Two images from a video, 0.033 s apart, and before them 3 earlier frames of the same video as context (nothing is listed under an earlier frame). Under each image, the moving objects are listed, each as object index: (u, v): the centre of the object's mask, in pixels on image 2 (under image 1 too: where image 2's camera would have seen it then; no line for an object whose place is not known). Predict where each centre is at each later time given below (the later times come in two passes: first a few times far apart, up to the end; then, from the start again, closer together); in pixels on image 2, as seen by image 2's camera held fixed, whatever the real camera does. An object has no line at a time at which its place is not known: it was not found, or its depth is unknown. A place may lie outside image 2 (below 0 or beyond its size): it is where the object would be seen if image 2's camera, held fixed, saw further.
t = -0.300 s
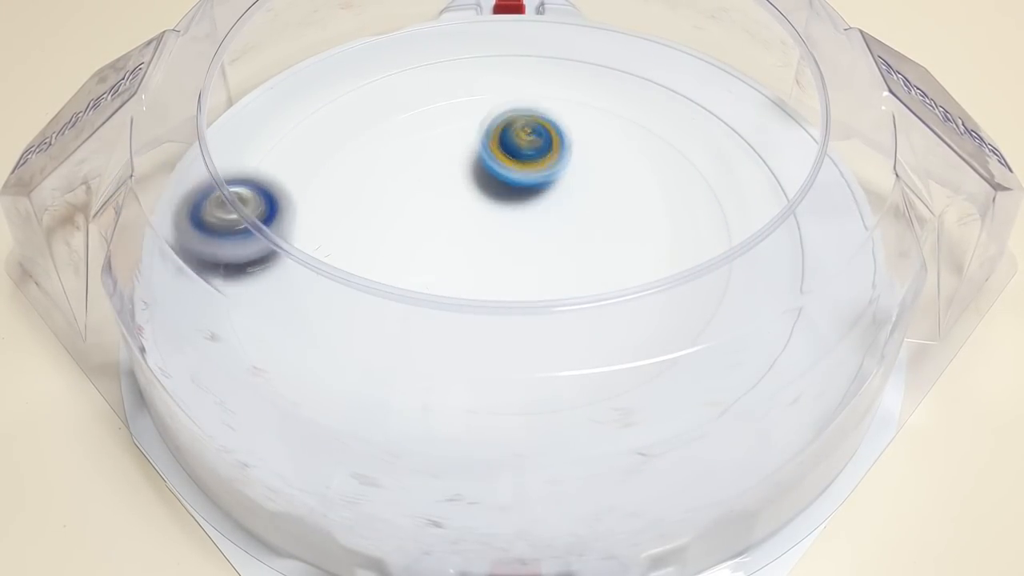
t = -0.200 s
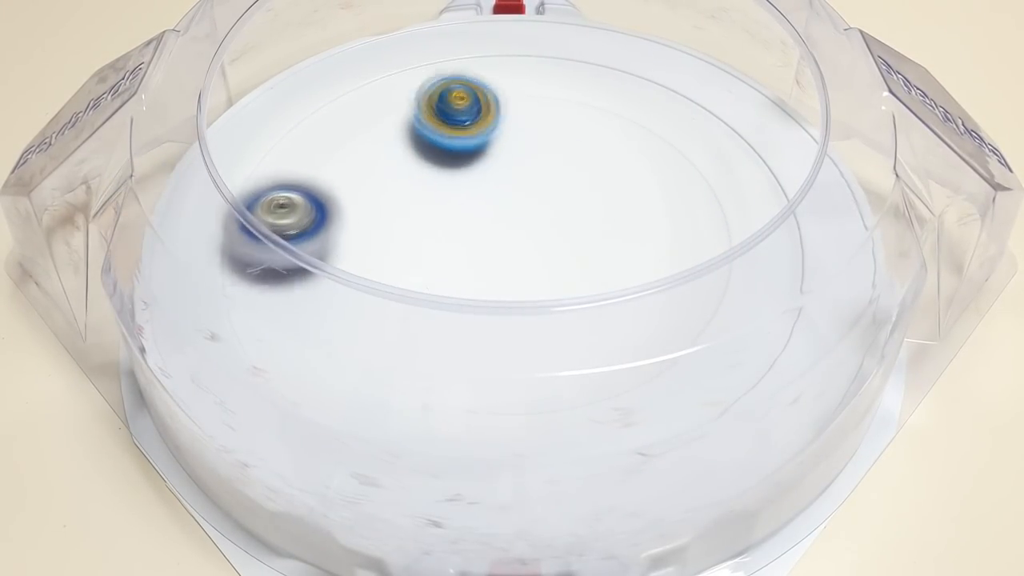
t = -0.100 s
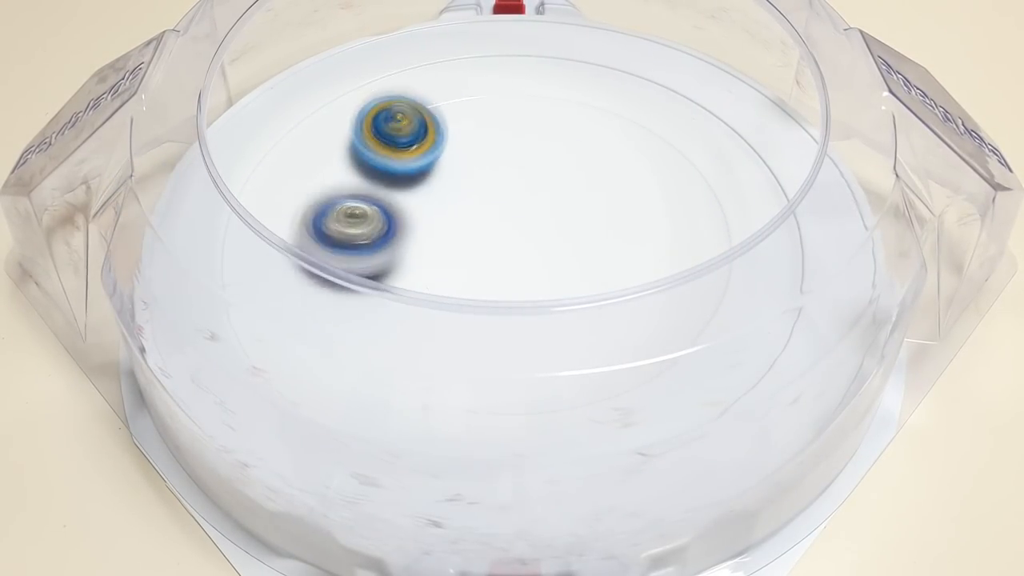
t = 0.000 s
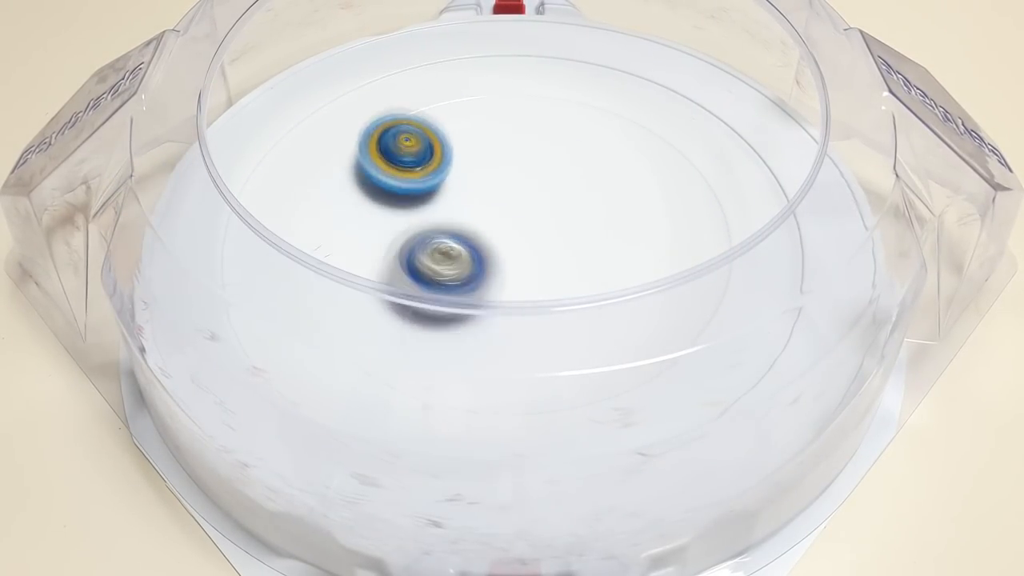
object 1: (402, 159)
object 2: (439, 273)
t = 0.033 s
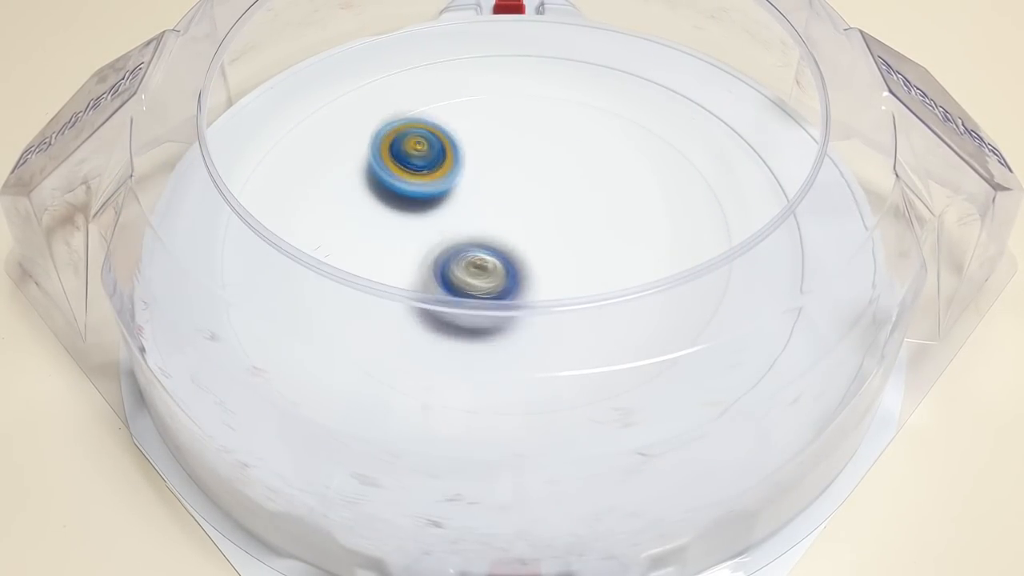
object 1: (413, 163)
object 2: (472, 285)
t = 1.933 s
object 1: (768, 166)
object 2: (635, 253)
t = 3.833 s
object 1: (234, 287)
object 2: (554, 130)
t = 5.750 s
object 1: (641, 69)
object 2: (511, 172)
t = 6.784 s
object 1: (588, 187)
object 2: (489, 119)
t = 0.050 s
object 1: (419, 165)
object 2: (489, 290)
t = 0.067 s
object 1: (426, 168)
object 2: (505, 292)
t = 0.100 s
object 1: (440, 169)
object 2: (537, 295)
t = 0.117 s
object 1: (447, 170)
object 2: (552, 294)
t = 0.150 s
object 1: (461, 170)
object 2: (577, 292)
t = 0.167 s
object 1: (468, 169)
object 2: (589, 290)
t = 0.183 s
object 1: (473, 168)
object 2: (598, 289)
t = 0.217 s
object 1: (484, 165)
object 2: (614, 284)
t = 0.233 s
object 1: (488, 162)
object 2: (618, 282)
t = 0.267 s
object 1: (497, 158)
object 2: (626, 275)
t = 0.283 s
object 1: (501, 154)
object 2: (628, 272)
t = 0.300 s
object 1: (504, 151)
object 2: (629, 270)
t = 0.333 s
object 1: (509, 144)
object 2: (624, 258)
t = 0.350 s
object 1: (512, 138)
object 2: (622, 256)
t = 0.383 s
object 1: (516, 132)
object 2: (617, 254)
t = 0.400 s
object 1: (517, 130)
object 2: (612, 254)
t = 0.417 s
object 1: (518, 127)
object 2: (606, 253)
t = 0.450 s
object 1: (519, 124)
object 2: (593, 250)
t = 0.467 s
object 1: (519, 123)
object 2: (585, 248)
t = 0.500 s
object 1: (519, 124)
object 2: (567, 245)
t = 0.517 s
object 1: (519, 127)
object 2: (557, 244)
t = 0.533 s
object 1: (518, 129)
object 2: (547, 241)
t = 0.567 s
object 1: (519, 136)
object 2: (530, 237)
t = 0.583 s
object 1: (520, 139)
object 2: (520, 236)
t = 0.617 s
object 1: (521, 148)
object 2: (504, 234)
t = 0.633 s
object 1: (522, 142)
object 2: (495, 245)
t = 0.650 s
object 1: (522, 135)
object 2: (490, 256)
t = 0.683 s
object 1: (519, 121)
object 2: (477, 279)
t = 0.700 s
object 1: (518, 114)
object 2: (472, 289)
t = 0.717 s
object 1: (514, 110)
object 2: (469, 296)
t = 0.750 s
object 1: (507, 107)
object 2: (464, 306)
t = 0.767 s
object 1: (503, 108)
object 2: (461, 310)
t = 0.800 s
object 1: (496, 112)
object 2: (457, 315)
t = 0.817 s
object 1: (494, 118)
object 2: (456, 316)
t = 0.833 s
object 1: (492, 124)
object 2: (454, 315)
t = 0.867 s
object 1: (492, 139)
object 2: (452, 310)
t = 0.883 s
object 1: (494, 146)
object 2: (452, 306)
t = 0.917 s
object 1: (499, 164)
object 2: (453, 296)
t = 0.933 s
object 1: (503, 174)
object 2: (454, 290)
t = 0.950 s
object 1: (507, 184)
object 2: (457, 285)
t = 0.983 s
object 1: (522, 196)
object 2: (470, 266)
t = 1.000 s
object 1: (532, 200)
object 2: (473, 263)
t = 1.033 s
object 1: (558, 181)
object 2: (461, 281)
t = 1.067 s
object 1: (577, 164)
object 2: (453, 292)
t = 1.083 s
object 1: (584, 156)
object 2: (448, 297)
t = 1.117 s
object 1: (597, 139)
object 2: (442, 303)
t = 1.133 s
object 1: (604, 128)
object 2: (438, 305)
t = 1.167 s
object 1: (611, 112)
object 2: (430, 308)
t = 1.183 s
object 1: (615, 102)
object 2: (426, 309)
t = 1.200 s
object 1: (615, 94)
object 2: (423, 308)
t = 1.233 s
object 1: (618, 85)
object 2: (419, 306)
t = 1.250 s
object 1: (623, 84)
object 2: (417, 303)
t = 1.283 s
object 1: (644, 81)
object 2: (419, 296)
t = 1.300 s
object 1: (658, 81)
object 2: (420, 291)
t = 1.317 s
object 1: (669, 80)
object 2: (423, 286)
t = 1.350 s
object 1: (678, 79)
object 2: (435, 274)
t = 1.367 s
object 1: (675, 82)
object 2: (444, 268)
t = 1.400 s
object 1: (681, 84)
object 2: (460, 257)
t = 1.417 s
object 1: (687, 84)
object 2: (470, 253)
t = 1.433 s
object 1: (686, 86)
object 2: (479, 249)
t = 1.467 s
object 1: (675, 90)
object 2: (502, 238)
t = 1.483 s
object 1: (675, 91)
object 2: (514, 231)
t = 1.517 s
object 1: (683, 95)
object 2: (536, 222)
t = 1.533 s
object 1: (689, 98)
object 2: (546, 219)
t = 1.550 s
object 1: (697, 101)
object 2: (558, 215)
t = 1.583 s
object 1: (717, 107)
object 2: (576, 210)
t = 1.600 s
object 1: (725, 108)
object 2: (584, 208)
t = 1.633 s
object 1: (723, 112)
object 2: (600, 205)
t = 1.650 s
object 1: (725, 115)
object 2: (605, 205)
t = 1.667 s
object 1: (731, 117)
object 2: (612, 205)
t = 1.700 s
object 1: (732, 116)
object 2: (620, 207)
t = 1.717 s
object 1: (728, 117)
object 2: (625, 210)
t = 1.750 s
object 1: (731, 120)
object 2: (631, 216)
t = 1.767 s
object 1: (734, 125)
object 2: (634, 219)
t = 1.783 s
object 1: (741, 128)
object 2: (636, 222)
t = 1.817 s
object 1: (754, 139)
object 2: (639, 229)
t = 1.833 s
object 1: (758, 146)
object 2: (639, 233)
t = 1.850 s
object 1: (762, 149)
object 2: (640, 238)
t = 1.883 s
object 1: (765, 155)
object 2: (640, 243)
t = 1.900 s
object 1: (766, 158)
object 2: (638, 247)
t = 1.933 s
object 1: (768, 166)
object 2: (635, 253)
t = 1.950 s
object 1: (773, 172)
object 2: (633, 256)
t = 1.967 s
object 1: (776, 177)
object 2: (631, 259)
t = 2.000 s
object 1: (783, 189)
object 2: (628, 272)
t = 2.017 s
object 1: (787, 194)
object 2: (624, 276)
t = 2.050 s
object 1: (788, 202)
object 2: (617, 283)
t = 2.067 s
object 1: (792, 214)
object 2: (613, 285)
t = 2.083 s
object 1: (793, 216)
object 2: (608, 289)
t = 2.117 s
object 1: (797, 230)
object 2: (593, 294)
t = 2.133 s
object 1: (796, 234)
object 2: (583, 295)
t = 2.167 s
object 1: (801, 250)
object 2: (564, 293)
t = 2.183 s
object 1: (798, 255)
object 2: (552, 291)
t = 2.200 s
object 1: (797, 265)
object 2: (541, 287)
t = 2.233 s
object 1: (795, 273)
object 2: (523, 276)
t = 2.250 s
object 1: (793, 276)
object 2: (513, 271)
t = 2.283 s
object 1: (788, 287)
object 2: (499, 258)
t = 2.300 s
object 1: (786, 295)
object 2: (495, 249)
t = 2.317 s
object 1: (783, 303)
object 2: (491, 240)
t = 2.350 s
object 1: (777, 311)
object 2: (486, 223)
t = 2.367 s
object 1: (775, 317)
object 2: (487, 213)
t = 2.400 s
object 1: (763, 332)
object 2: (489, 195)
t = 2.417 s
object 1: (762, 335)
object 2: (491, 188)
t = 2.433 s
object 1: (760, 340)
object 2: (496, 180)
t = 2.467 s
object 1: (753, 348)
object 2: (503, 167)
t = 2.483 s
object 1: (748, 353)
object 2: (508, 162)
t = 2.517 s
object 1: (736, 368)
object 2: (520, 153)
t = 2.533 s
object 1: (730, 374)
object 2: (527, 148)
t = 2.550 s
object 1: (727, 377)
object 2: (535, 144)
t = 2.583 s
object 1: (717, 383)
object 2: (550, 138)
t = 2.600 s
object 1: (710, 388)
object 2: (557, 136)
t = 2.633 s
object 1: (699, 397)
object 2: (574, 133)
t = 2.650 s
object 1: (693, 400)
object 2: (583, 130)
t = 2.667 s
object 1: (685, 405)
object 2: (591, 130)
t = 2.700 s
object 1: (668, 415)
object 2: (608, 129)
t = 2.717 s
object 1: (659, 419)
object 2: (617, 128)
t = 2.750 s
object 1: (645, 423)
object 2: (635, 128)
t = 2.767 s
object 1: (638, 425)
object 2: (643, 130)
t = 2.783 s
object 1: (629, 427)
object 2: (652, 132)
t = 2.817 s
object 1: (609, 434)
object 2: (666, 139)
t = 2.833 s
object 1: (600, 437)
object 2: (672, 145)
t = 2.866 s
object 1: (589, 440)
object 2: (681, 158)
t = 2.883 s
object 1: (585, 439)
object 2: (683, 166)
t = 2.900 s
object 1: (576, 441)
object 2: (682, 175)
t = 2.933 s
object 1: (556, 445)
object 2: (676, 193)
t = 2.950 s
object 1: (543, 446)
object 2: (671, 201)
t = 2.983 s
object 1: (529, 447)
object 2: (657, 218)
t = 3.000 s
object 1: (521, 447)
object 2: (645, 229)
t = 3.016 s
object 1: (511, 448)
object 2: (636, 234)
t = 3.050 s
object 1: (490, 449)
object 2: (611, 246)
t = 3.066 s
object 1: (483, 448)
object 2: (598, 253)
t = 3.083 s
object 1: (476, 446)
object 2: (585, 256)
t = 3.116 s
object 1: (455, 444)
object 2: (554, 262)
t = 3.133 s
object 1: (445, 444)
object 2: (540, 263)
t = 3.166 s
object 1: (434, 439)
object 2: (511, 263)
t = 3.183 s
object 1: (425, 436)
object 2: (496, 262)
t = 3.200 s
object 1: (414, 434)
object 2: (483, 263)
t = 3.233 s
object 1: (394, 430)
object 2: (457, 254)
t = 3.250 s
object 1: (388, 428)
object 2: (447, 249)
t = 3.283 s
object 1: (378, 424)
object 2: (428, 235)
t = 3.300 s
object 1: (372, 422)
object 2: (421, 227)
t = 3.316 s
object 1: (364, 417)
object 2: (415, 219)
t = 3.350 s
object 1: (350, 412)
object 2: (406, 201)
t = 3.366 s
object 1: (343, 404)
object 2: (403, 192)
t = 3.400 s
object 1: (327, 398)
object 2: (400, 175)
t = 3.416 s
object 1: (323, 395)
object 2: (398, 168)
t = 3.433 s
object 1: (319, 393)
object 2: (399, 160)
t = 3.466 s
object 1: (313, 386)
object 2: (400, 145)
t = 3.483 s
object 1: (307, 382)
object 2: (401, 135)
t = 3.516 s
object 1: (296, 373)
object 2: (407, 120)
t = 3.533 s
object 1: (291, 368)
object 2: (411, 114)
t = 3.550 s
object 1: (287, 365)
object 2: (415, 107)
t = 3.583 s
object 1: (277, 355)
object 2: (425, 96)
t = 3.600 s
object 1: (272, 351)
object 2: (432, 91)
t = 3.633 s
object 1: (267, 339)
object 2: (448, 84)
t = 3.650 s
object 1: (262, 334)
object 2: (459, 82)
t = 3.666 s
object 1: (258, 330)
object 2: (468, 81)
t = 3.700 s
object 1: (252, 322)
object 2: (489, 83)
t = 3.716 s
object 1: (250, 317)
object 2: (500, 86)
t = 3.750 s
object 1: (245, 310)
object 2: (518, 95)
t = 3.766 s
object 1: (243, 306)
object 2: (527, 100)
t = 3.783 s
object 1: (239, 300)
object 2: (534, 108)
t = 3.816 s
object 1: (236, 293)
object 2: (547, 122)
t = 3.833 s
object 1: (234, 287)
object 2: (554, 130)
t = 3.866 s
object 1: (231, 279)
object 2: (564, 149)
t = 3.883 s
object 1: (229, 274)
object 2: (567, 159)
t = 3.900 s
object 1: (229, 267)
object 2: (571, 170)
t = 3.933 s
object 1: (229, 258)
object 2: (574, 191)
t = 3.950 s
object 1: (229, 253)
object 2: (574, 201)
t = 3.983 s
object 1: (228, 244)
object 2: (572, 224)
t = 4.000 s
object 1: (229, 239)
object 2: (569, 233)
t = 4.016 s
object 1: (230, 233)
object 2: (564, 246)
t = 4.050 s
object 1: (231, 225)
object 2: (553, 260)
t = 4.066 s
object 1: (232, 219)
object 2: (545, 264)
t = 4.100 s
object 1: (234, 211)
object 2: (528, 284)
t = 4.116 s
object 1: (235, 206)
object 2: (516, 290)
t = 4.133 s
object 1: (236, 202)
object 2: (505, 295)
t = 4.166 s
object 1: (240, 193)
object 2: (482, 302)
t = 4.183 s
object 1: (241, 186)
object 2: (470, 302)
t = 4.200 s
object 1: (243, 182)
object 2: (457, 304)
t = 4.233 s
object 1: (246, 173)
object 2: (433, 303)
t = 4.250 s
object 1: (247, 170)
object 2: (421, 304)
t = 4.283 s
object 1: (255, 163)
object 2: (397, 300)
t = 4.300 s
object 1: (257, 160)
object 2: (387, 297)
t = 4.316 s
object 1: (260, 156)
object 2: (376, 293)
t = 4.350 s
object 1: (263, 150)
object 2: (357, 284)
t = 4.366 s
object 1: (267, 144)
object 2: (348, 280)
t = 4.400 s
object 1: (272, 136)
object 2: (333, 268)
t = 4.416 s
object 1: (276, 133)
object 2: (327, 261)
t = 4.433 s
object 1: (279, 129)
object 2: (323, 254)
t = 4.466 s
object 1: (286, 122)
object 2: (319, 239)
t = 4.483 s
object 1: (290, 118)
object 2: (317, 232)
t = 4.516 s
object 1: (298, 112)
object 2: (323, 216)
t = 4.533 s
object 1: (300, 110)
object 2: (327, 210)
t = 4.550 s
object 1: (304, 107)
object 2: (334, 202)
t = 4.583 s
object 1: (312, 100)
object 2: (351, 192)
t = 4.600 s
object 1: (315, 99)
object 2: (361, 187)
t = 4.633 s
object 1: (325, 91)
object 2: (383, 180)
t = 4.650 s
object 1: (328, 91)
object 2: (394, 178)
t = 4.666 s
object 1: (333, 88)
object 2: (407, 177)
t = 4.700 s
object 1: (341, 82)
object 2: (432, 176)
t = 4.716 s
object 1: (345, 81)
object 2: (445, 175)
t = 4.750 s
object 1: (353, 77)
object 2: (470, 178)
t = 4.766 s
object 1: (357, 75)
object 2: (483, 179)
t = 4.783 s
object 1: (362, 72)
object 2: (495, 182)
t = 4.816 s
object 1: (371, 69)
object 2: (520, 187)
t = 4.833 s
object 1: (378, 65)
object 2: (533, 190)
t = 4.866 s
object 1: (385, 64)
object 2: (554, 200)
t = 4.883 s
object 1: (390, 62)
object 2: (566, 204)
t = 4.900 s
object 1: (393, 61)
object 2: (573, 209)
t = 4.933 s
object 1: (400, 58)
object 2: (590, 223)
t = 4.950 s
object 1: (403, 58)
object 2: (596, 229)
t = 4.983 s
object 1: (413, 56)
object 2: (608, 242)
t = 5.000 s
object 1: (419, 56)
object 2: (611, 249)
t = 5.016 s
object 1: (425, 55)
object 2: (614, 253)
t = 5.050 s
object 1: (436, 53)
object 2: (616, 263)
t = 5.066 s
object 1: (442, 52)
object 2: (620, 279)
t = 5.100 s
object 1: (453, 51)
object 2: (621, 294)
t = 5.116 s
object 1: (458, 51)
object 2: (620, 300)
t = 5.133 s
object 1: (464, 50)
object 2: (617, 308)
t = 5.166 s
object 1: (475, 50)
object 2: (611, 333)
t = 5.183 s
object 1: (481, 48)
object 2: (605, 340)
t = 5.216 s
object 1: (492, 49)
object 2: (591, 348)
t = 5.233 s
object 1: (497, 47)
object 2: (584, 350)
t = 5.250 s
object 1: (501, 48)
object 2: (573, 354)
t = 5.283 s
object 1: (513, 47)
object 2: (549, 360)
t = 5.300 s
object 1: (518, 47)
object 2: (537, 361)
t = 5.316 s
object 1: (523, 46)
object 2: (526, 360)
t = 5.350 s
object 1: (535, 46)
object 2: (500, 356)
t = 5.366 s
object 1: (538, 46)
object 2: (489, 354)
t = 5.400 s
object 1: (550, 45)
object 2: (470, 338)
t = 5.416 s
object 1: (555, 46)
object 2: (462, 331)
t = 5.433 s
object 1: (560, 46)
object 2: (454, 323)
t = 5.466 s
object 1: (567, 47)
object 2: (445, 307)
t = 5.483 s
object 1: (569, 48)
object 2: (441, 298)
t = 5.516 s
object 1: (575, 49)
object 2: (438, 281)
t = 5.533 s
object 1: (579, 50)
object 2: (438, 271)
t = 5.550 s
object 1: (585, 51)
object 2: (438, 260)
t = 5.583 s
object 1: (595, 54)
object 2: (441, 243)
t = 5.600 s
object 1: (599, 55)
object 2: (445, 234)
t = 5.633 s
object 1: (610, 58)
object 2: (455, 218)
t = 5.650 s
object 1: (614, 60)
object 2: (461, 210)
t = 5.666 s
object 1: (618, 61)
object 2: (468, 201)
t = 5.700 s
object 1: (628, 64)
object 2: (484, 189)
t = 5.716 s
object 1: (631, 66)
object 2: (494, 182)
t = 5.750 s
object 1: (641, 69)
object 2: (511, 172)
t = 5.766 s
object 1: (645, 71)
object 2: (521, 167)
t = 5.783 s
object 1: (650, 72)
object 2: (531, 163)
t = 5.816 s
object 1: (659, 76)
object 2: (551, 157)
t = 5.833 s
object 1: (662, 78)
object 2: (560, 155)
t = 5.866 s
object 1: (671, 82)
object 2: (580, 151)
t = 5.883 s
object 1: (676, 82)
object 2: (589, 151)
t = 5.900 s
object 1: (679, 86)
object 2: (597, 152)
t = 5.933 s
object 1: (689, 89)
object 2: (618, 150)
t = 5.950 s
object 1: (692, 91)
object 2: (627, 151)
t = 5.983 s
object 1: (701, 88)
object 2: (637, 161)
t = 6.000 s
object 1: (697, 92)
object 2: (638, 171)
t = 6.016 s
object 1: (689, 93)
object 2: (643, 176)
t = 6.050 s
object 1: (687, 91)
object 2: (646, 190)
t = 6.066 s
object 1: (688, 92)
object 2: (648, 199)
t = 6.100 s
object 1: (697, 92)
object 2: (644, 214)
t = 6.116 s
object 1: (696, 93)
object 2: (640, 224)
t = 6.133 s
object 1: (694, 93)
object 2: (636, 231)
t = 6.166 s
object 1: (698, 93)
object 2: (620, 244)
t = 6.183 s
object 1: (699, 95)
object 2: (611, 249)
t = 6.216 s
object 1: (699, 97)
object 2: (590, 259)
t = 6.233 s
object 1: (701, 98)
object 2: (579, 261)
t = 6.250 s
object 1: (704, 100)
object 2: (566, 263)
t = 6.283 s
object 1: (705, 104)
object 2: (541, 267)
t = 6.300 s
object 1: (708, 106)
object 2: (530, 267)
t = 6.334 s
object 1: (708, 114)
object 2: (505, 266)
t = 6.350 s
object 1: (707, 114)
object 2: (494, 264)
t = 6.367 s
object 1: (709, 118)
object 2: (483, 265)
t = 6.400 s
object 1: (709, 125)
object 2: (463, 257)
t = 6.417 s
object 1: (706, 127)
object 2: (455, 252)
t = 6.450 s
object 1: (707, 132)
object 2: (441, 240)
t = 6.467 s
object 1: (706, 136)
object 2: (435, 232)
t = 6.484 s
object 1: (703, 140)
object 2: (431, 225)
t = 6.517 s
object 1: (700, 145)
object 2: (426, 209)
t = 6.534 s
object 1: (693, 149)
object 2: (425, 200)
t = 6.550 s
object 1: (687, 151)
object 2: (423, 193)
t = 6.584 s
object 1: (675, 154)
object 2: (426, 178)
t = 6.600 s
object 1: (669, 157)
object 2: (427, 171)
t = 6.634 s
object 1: (655, 161)
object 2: (432, 159)
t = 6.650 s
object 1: (649, 163)
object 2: (436, 151)
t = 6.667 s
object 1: (642, 165)
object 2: (439, 145)
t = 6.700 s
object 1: (629, 170)
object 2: (451, 134)
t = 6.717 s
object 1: (624, 172)
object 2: (457, 129)
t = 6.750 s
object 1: (607, 179)
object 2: (472, 124)
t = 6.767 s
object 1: (597, 182)
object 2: (481, 120)
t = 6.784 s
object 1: (588, 187)
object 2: (489, 119)
